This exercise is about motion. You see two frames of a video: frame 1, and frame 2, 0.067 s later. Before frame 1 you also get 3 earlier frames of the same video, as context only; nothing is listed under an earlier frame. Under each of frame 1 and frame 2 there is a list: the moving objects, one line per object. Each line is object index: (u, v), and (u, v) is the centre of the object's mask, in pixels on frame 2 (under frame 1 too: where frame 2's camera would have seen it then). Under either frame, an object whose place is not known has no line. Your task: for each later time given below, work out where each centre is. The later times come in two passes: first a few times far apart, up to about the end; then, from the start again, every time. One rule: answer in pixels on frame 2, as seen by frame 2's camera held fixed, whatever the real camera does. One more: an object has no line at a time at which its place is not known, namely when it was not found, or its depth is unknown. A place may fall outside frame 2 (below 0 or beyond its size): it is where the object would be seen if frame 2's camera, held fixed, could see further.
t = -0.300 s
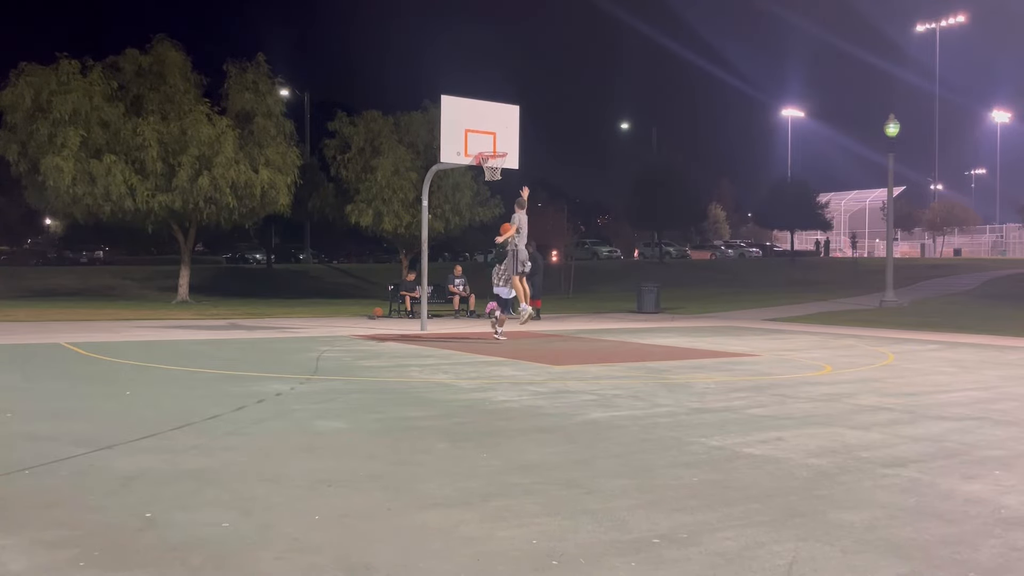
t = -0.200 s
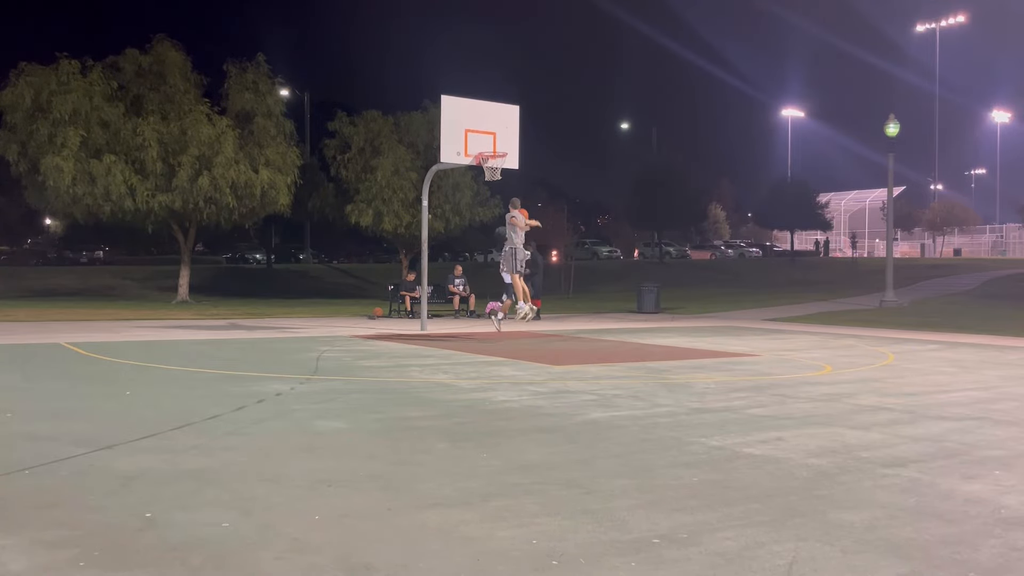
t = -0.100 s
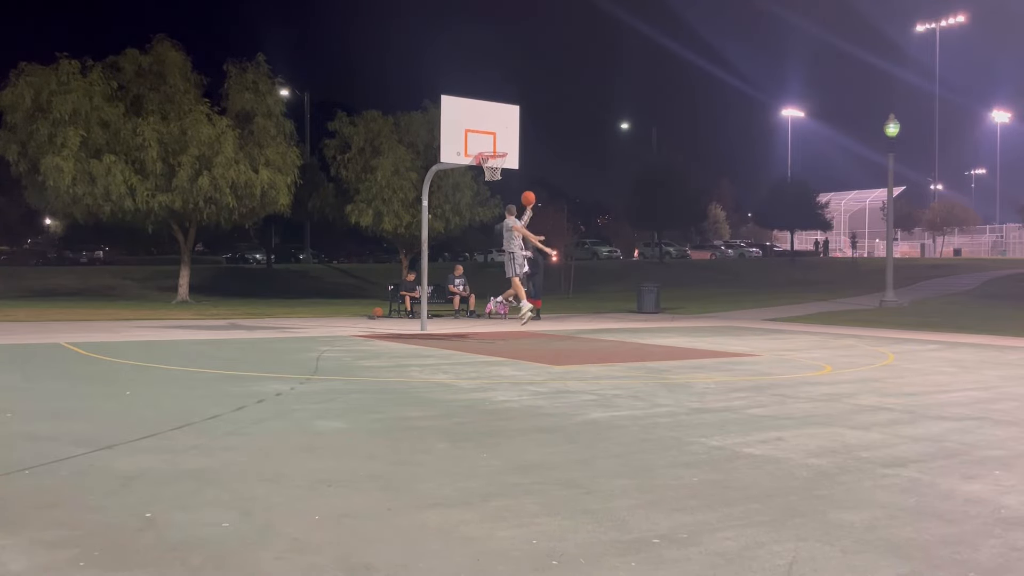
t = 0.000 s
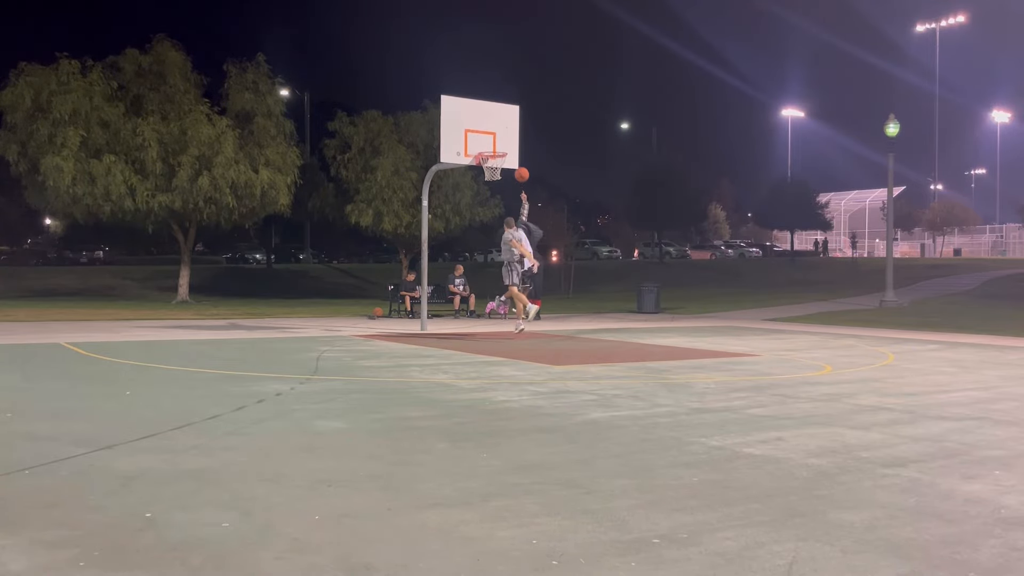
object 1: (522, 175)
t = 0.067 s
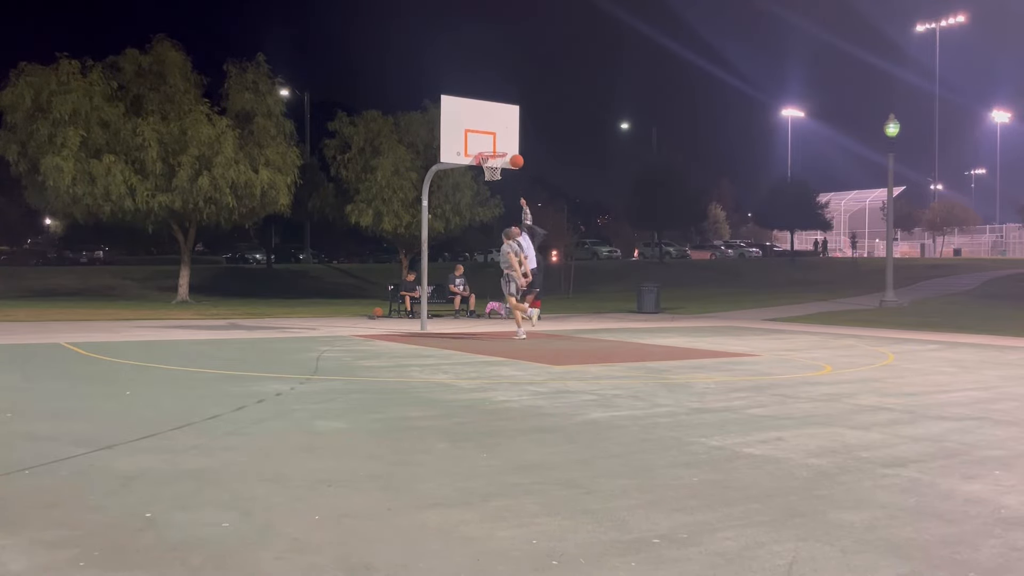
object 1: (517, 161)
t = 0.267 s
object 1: (506, 144)
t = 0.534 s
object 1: (493, 149)
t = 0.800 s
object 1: (486, 175)
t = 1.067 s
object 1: (487, 215)
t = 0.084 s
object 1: (515, 158)
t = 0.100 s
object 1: (514, 156)
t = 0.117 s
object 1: (512, 153)
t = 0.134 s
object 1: (511, 151)
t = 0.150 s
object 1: (510, 149)
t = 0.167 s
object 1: (510, 148)
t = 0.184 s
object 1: (509, 147)
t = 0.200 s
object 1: (508, 146)
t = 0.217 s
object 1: (507, 145)
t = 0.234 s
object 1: (507, 145)
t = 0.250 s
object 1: (506, 144)
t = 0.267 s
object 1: (506, 144)
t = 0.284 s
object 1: (505, 144)
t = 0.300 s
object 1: (504, 144)
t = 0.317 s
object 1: (503, 144)
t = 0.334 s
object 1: (503, 144)
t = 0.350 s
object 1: (502, 144)
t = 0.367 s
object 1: (501, 145)
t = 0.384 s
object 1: (501, 146)
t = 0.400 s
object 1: (500, 146)
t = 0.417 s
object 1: (499, 147)
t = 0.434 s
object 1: (498, 147)
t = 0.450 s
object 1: (497, 147)
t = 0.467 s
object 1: (496, 147)
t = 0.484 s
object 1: (496, 147)
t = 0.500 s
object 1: (495, 148)
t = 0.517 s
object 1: (494, 149)
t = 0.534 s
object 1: (493, 149)
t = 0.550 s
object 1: (493, 150)
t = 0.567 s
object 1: (492, 153)
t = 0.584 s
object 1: (491, 154)
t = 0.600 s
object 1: (490, 156)
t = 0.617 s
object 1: (490, 157)
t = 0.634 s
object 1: (490, 159)
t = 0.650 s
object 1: (489, 161)
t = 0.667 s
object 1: (487, 163)
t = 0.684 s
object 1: (487, 164)
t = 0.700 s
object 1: (487, 167)
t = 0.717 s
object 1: (486, 167)
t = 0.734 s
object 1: (485, 169)
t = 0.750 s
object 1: (485, 170)
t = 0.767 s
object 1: (485, 171)
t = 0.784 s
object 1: (485, 175)
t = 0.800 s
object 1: (486, 175)
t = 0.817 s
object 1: (486, 176)
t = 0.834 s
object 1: (486, 177)
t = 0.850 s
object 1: (486, 178)
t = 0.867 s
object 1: (486, 180)
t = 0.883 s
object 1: (486, 181)
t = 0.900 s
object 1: (486, 184)
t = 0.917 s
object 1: (486, 186)
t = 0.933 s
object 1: (486, 188)
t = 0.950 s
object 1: (486, 191)
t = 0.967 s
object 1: (486, 194)
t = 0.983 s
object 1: (486, 197)
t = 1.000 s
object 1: (487, 200)
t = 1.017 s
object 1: (487, 204)
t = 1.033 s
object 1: (487, 207)
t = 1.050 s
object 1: (487, 211)
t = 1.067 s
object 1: (487, 215)
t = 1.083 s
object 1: (487, 219)
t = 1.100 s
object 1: (487, 223)
